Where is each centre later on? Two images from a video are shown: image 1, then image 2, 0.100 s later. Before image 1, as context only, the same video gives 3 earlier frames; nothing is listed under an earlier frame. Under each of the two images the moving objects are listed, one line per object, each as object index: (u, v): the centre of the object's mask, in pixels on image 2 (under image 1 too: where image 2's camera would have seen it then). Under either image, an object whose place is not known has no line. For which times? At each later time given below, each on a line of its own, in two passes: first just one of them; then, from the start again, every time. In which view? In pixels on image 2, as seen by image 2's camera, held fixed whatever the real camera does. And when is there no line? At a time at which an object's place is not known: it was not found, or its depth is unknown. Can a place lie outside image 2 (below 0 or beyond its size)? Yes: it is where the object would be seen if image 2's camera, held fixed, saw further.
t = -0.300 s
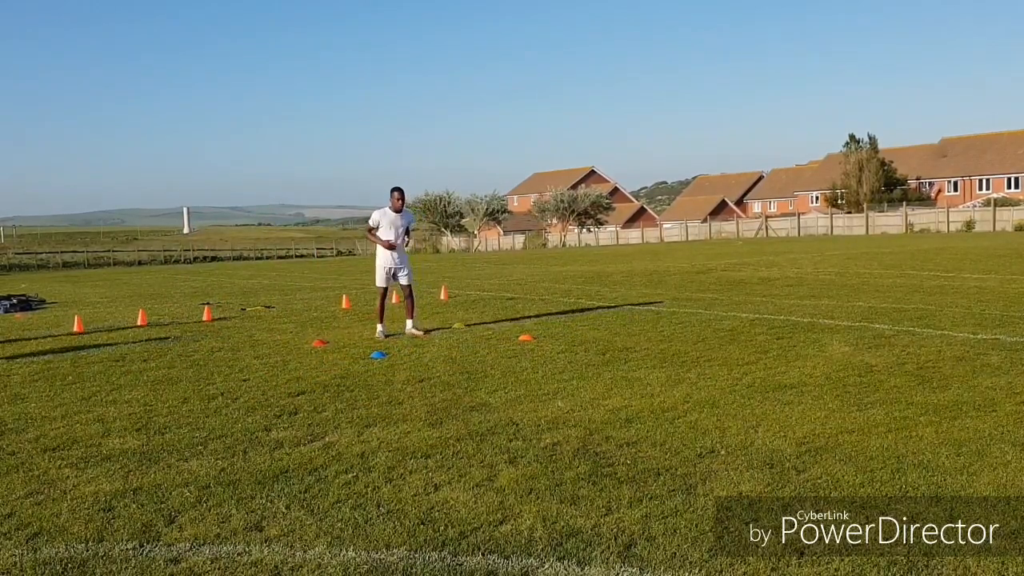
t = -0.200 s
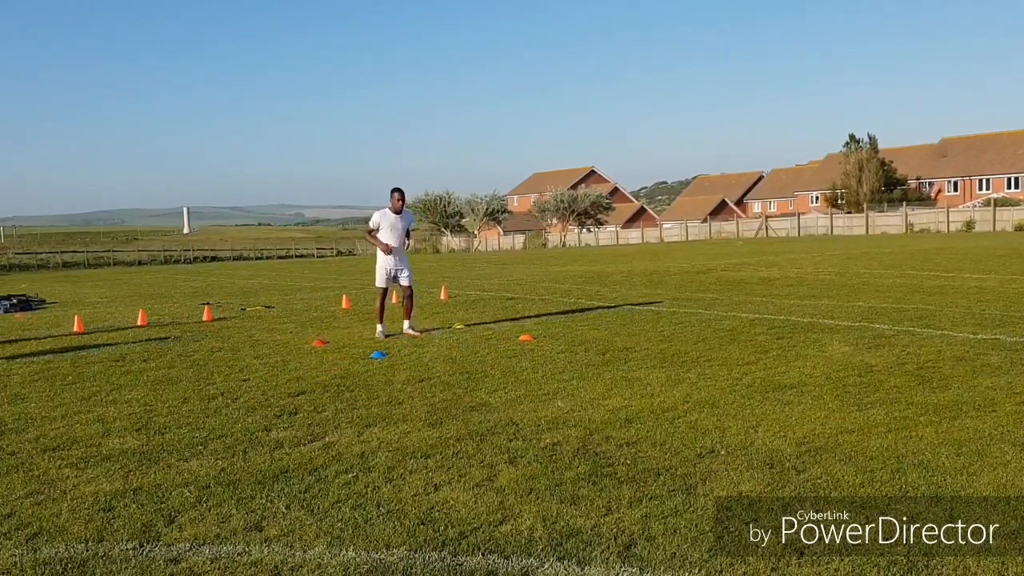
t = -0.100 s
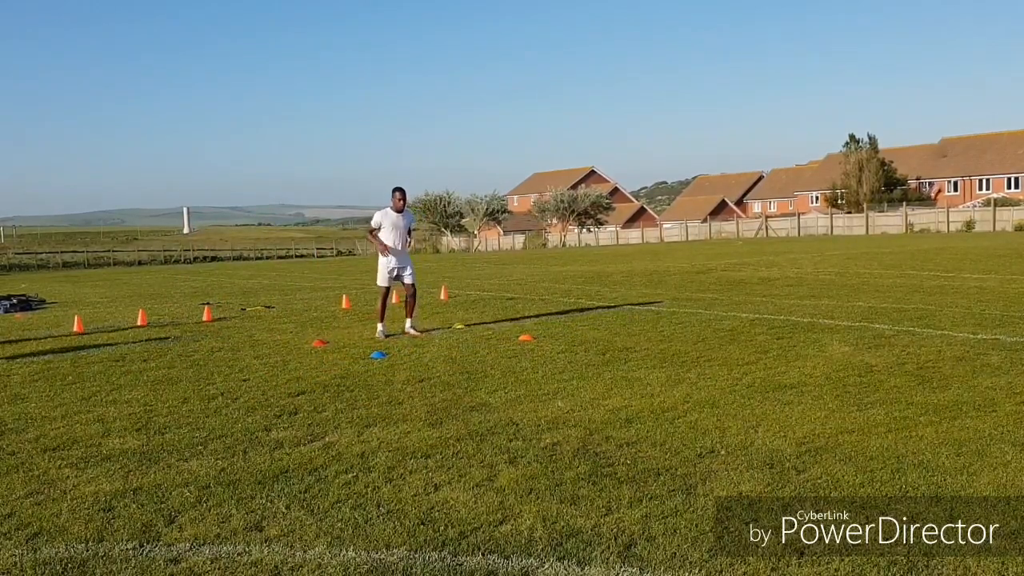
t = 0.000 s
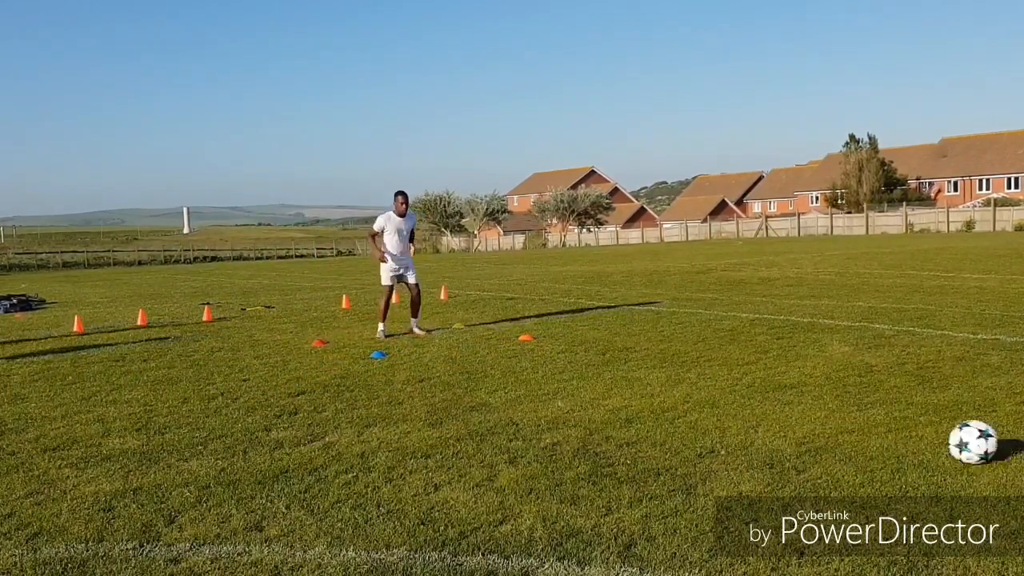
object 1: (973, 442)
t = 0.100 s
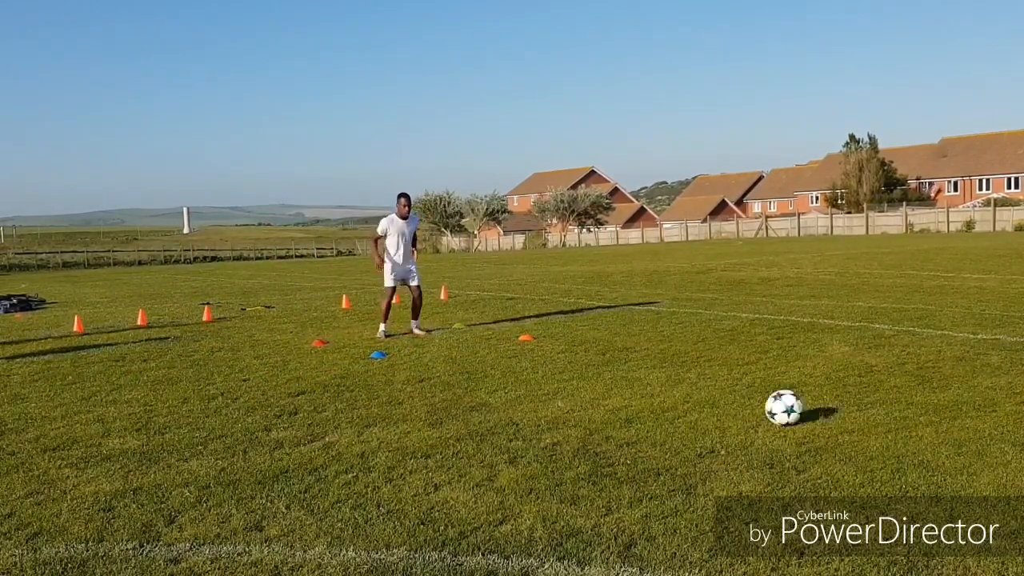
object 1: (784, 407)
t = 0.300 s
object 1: (581, 367)
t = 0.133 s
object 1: (737, 399)
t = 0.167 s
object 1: (698, 391)
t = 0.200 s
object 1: (664, 383)
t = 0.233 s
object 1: (633, 377)
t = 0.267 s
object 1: (605, 373)
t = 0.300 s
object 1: (581, 367)
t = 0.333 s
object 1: (559, 363)
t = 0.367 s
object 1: (540, 359)
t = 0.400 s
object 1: (522, 356)
